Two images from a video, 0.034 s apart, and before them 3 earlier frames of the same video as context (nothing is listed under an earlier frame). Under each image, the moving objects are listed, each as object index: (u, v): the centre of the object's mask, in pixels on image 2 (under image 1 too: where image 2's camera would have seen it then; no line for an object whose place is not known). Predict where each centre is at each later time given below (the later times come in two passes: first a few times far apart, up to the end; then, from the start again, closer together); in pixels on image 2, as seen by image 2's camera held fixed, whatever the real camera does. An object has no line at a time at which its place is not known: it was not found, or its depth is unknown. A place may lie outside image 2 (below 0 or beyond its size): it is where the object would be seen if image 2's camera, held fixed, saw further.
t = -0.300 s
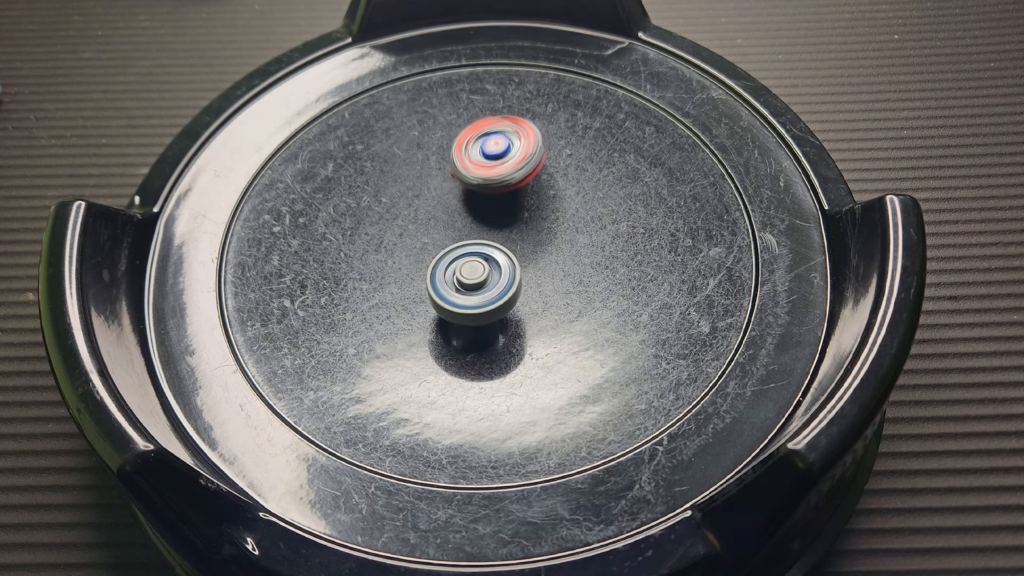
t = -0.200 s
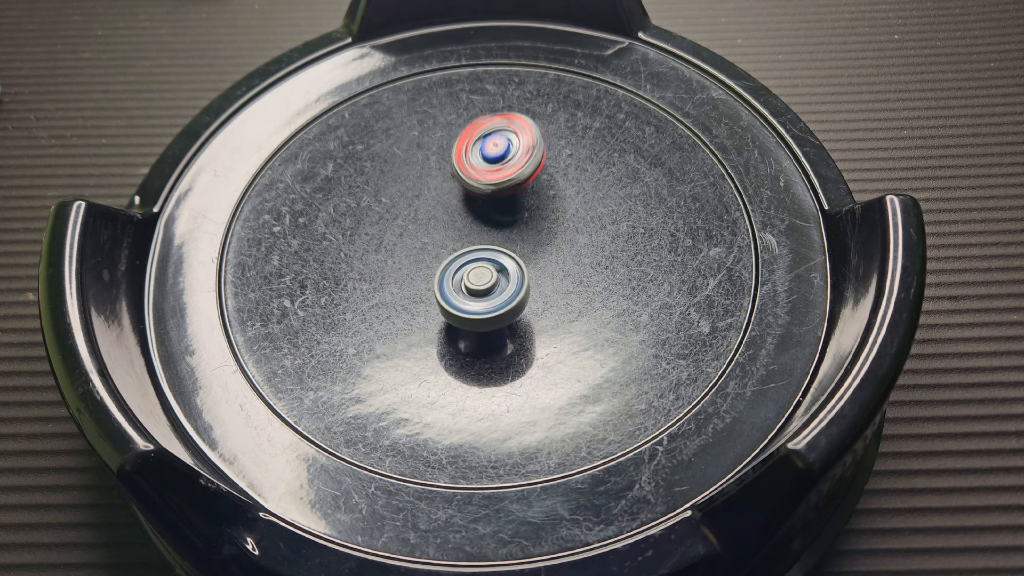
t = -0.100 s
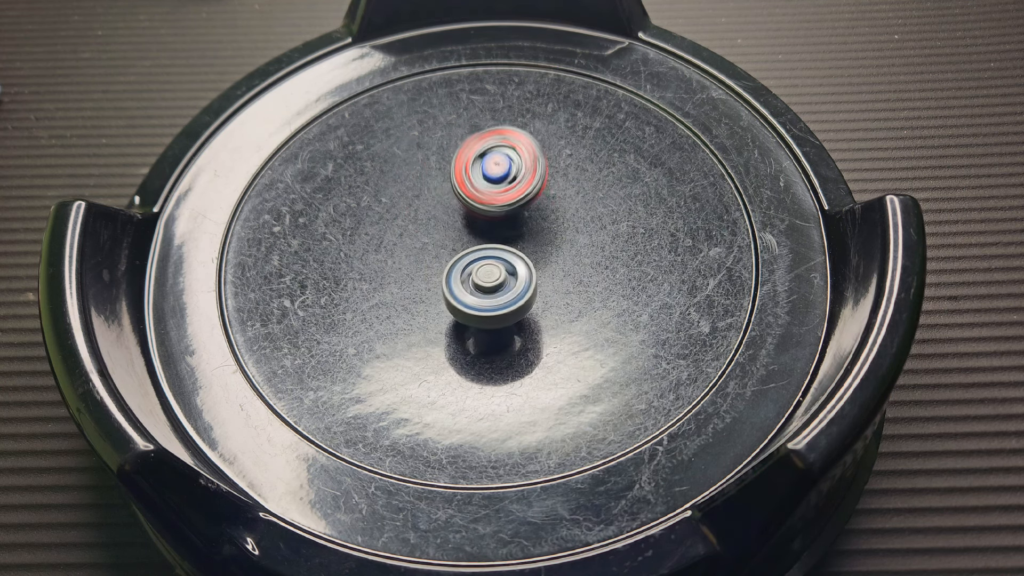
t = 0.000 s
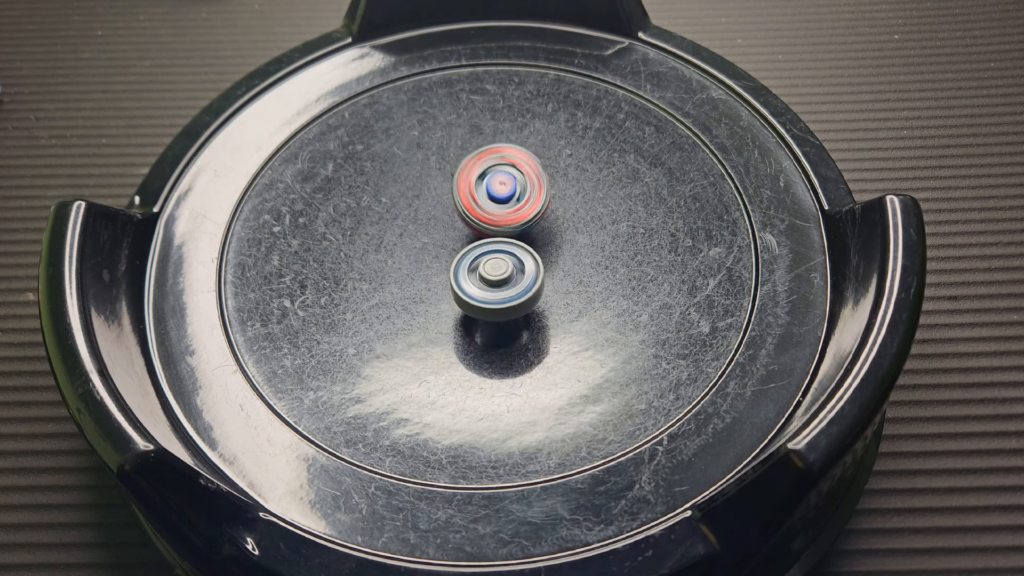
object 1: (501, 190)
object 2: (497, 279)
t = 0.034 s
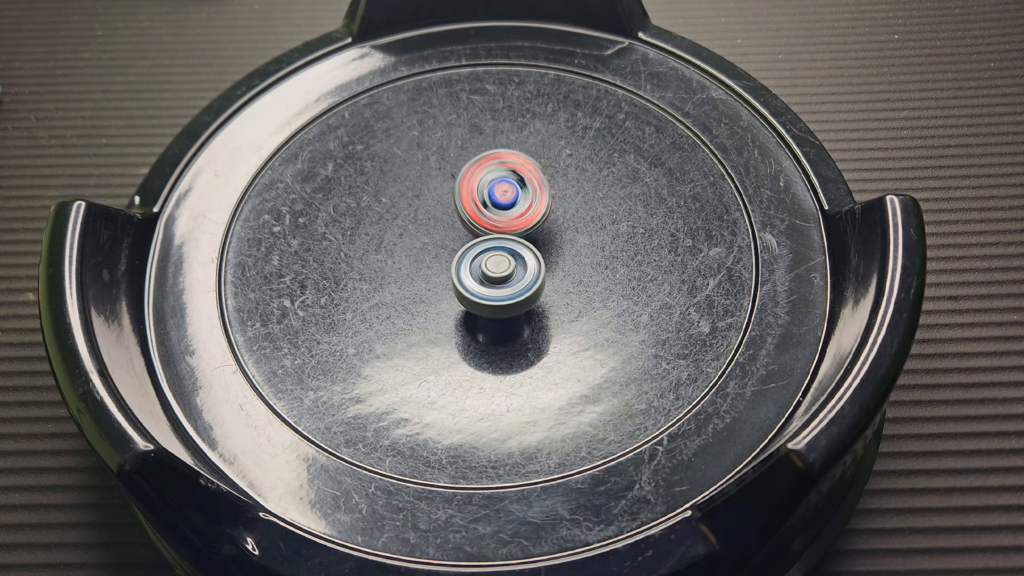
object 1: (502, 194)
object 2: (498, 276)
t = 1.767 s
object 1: (554, 238)
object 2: (450, 236)
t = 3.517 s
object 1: (530, 306)
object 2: (466, 216)
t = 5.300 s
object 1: (419, 268)
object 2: (509, 232)
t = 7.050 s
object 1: (436, 231)
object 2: (535, 238)
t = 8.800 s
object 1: (428, 256)
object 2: (539, 204)
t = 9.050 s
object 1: (458, 265)
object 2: (527, 206)
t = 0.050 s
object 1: (503, 196)
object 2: (498, 276)
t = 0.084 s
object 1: (504, 187)
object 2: (499, 286)
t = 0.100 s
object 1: (504, 181)
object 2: (498, 291)
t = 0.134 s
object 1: (504, 175)
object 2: (498, 296)
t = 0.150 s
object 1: (504, 174)
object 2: (498, 297)
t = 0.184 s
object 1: (501, 172)
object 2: (497, 298)
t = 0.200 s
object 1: (500, 173)
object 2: (498, 298)
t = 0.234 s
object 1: (500, 176)
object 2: (498, 296)
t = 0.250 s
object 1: (500, 178)
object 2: (498, 296)
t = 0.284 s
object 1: (501, 181)
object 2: (499, 293)
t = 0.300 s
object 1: (501, 183)
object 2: (499, 291)
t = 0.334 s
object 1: (502, 187)
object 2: (499, 288)
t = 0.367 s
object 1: (504, 193)
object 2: (499, 281)
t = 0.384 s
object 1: (505, 196)
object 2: (499, 280)
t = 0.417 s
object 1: (505, 197)
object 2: (498, 276)
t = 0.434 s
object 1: (509, 187)
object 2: (494, 285)
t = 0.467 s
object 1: (514, 167)
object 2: (487, 297)
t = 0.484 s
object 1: (517, 160)
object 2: (483, 302)
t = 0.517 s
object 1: (522, 150)
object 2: (480, 306)
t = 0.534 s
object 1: (524, 147)
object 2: (478, 307)
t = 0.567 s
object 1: (530, 145)
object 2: (476, 308)
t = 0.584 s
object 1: (532, 145)
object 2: (476, 307)
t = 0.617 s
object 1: (535, 146)
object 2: (475, 306)
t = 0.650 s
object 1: (536, 150)
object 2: (474, 305)
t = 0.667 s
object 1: (536, 151)
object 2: (475, 303)
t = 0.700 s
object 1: (535, 157)
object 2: (474, 301)
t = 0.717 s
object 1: (535, 159)
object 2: (474, 299)
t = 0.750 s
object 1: (533, 166)
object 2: (473, 295)
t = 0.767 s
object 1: (533, 170)
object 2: (473, 294)
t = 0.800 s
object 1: (531, 176)
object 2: (473, 288)
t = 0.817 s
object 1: (530, 181)
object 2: (472, 286)
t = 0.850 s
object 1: (528, 187)
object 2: (473, 281)
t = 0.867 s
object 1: (527, 191)
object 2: (472, 278)
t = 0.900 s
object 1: (526, 198)
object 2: (472, 273)
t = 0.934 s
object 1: (528, 200)
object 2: (469, 271)
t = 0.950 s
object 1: (532, 197)
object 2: (465, 273)
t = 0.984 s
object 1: (536, 195)
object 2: (461, 272)
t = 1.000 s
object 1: (537, 194)
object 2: (459, 270)
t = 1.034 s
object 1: (536, 193)
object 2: (457, 267)
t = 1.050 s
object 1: (535, 194)
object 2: (457, 265)
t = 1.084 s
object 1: (534, 195)
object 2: (457, 262)
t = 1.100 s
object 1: (533, 197)
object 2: (458, 260)
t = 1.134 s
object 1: (532, 200)
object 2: (458, 256)
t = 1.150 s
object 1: (532, 202)
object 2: (460, 256)
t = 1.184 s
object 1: (537, 202)
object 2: (456, 253)
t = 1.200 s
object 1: (541, 201)
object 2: (454, 253)
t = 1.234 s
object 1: (546, 202)
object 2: (452, 251)
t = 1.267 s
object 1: (549, 204)
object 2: (451, 248)
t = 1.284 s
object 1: (550, 205)
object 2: (451, 248)
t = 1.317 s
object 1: (551, 208)
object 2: (451, 245)
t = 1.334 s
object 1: (550, 209)
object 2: (451, 244)
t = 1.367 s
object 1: (549, 211)
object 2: (453, 241)
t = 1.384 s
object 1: (548, 212)
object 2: (453, 240)
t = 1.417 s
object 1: (555, 211)
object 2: (447, 241)
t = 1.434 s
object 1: (561, 213)
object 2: (443, 240)
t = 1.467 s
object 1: (568, 214)
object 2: (439, 240)
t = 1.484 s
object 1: (569, 215)
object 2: (438, 239)
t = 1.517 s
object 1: (570, 216)
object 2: (438, 239)
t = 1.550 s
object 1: (569, 218)
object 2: (439, 239)
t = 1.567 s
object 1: (567, 219)
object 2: (438, 239)
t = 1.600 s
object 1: (563, 223)
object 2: (440, 239)
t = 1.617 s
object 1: (561, 224)
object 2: (440, 238)
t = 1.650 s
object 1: (557, 228)
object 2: (442, 239)
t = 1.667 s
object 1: (555, 229)
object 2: (444, 238)
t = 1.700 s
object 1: (551, 232)
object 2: (447, 238)
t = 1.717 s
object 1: (550, 234)
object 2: (449, 237)
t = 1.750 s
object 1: (552, 236)
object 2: (449, 237)
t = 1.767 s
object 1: (554, 238)
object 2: (450, 236)
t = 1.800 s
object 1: (555, 238)
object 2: (451, 235)
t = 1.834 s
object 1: (554, 239)
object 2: (454, 235)
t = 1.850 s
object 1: (555, 240)
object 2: (455, 235)
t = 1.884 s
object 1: (563, 242)
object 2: (453, 235)
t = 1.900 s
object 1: (564, 242)
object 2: (455, 235)
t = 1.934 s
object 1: (566, 243)
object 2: (455, 235)
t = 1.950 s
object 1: (565, 243)
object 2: (457, 236)
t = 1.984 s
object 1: (564, 244)
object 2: (460, 236)
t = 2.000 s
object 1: (563, 244)
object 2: (462, 237)
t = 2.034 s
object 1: (563, 245)
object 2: (462, 237)
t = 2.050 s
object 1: (567, 245)
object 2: (460, 236)
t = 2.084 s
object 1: (571, 245)
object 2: (459, 235)
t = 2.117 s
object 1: (571, 244)
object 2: (458, 235)
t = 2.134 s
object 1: (570, 244)
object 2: (460, 235)
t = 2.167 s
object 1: (568, 244)
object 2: (461, 235)
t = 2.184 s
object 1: (565, 245)
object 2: (463, 236)
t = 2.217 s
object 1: (561, 245)
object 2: (463, 236)
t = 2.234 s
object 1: (563, 246)
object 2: (461, 236)
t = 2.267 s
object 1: (563, 247)
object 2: (458, 236)
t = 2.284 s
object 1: (562, 247)
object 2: (457, 237)
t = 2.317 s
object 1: (559, 249)
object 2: (457, 236)
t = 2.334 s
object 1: (557, 250)
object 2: (457, 237)
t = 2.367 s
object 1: (557, 252)
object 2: (454, 236)
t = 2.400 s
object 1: (571, 256)
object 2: (439, 233)
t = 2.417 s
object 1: (576, 258)
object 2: (437, 232)
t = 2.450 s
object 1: (581, 259)
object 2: (433, 231)
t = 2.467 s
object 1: (582, 259)
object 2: (433, 231)
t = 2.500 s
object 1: (581, 260)
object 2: (430, 230)
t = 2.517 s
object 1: (579, 260)
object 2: (431, 231)
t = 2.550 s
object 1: (575, 261)
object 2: (429, 231)
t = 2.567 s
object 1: (572, 262)
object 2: (429, 232)
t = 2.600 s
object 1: (568, 264)
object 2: (429, 232)
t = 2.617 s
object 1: (566, 264)
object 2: (429, 233)
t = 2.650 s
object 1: (561, 266)
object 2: (430, 234)
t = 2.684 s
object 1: (555, 267)
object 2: (432, 234)
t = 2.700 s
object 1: (554, 268)
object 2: (434, 234)
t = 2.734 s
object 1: (549, 270)
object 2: (436, 235)
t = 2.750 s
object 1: (546, 270)
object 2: (439, 235)
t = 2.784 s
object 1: (540, 271)
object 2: (443, 236)
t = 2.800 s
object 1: (535, 272)
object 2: (446, 236)
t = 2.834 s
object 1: (530, 274)
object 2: (447, 235)
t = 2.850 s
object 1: (537, 280)
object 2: (443, 231)
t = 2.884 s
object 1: (556, 294)
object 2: (434, 222)
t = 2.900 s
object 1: (562, 299)
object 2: (433, 220)
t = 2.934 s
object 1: (567, 309)
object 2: (433, 217)
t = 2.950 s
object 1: (567, 312)
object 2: (434, 216)
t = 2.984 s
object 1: (566, 319)
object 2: (435, 215)
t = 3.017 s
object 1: (564, 322)
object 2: (436, 216)
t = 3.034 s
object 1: (563, 323)
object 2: (437, 216)
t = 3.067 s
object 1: (560, 322)
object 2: (439, 217)
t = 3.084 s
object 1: (557, 321)
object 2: (441, 217)
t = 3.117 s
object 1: (552, 317)
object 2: (444, 218)
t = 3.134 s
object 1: (549, 315)
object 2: (446, 218)
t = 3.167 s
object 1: (541, 309)
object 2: (450, 221)
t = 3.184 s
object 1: (537, 307)
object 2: (452, 221)
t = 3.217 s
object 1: (529, 302)
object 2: (457, 224)
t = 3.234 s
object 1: (525, 299)
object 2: (459, 224)
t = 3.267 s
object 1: (517, 294)
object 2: (464, 228)
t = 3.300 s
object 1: (518, 298)
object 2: (463, 223)
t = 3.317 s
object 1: (522, 301)
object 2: (461, 218)
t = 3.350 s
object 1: (532, 309)
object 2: (459, 210)
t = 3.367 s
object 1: (534, 308)
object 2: (459, 210)
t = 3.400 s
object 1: (538, 309)
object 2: (460, 208)
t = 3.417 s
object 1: (540, 309)
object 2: (460, 209)
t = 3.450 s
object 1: (538, 309)
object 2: (462, 210)
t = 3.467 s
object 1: (537, 308)
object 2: (463, 212)
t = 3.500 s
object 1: (533, 308)
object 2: (464, 214)
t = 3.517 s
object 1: (530, 306)
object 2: (466, 216)
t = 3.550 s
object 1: (524, 302)
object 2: (467, 219)
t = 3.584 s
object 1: (516, 300)
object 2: (468, 222)
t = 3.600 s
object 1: (513, 298)
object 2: (468, 222)
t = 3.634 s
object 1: (505, 296)
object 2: (469, 224)
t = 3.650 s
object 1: (501, 298)
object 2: (470, 222)
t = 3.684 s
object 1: (493, 299)
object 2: (472, 223)
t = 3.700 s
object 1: (490, 301)
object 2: (473, 222)
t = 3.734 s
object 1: (484, 306)
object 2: (475, 222)
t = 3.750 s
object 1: (482, 307)
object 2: (475, 222)
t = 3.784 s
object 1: (476, 307)
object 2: (478, 224)
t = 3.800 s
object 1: (474, 309)
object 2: (478, 225)
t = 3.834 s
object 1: (473, 307)
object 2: (480, 226)
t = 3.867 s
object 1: (471, 305)
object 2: (480, 228)
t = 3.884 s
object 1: (469, 307)
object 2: (482, 227)
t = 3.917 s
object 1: (468, 310)
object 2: (483, 226)
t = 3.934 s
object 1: (468, 310)
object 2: (485, 227)
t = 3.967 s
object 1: (469, 308)
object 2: (485, 227)
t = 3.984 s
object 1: (470, 306)
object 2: (486, 227)
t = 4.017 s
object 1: (469, 301)
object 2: (485, 227)
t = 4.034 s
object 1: (468, 305)
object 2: (487, 223)
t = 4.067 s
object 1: (460, 314)
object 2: (491, 216)
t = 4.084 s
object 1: (457, 317)
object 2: (492, 214)
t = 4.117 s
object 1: (454, 320)
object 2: (495, 213)
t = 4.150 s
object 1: (453, 322)
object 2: (496, 211)
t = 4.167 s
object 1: (453, 321)
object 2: (497, 211)
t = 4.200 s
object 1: (453, 319)
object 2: (497, 210)
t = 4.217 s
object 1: (453, 318)
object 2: (498, 210)
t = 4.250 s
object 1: (451, 316)
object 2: (497, 211)
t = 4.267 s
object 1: (451, 315)
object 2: (498, 211)
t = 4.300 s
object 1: (450, 313)
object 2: (497, 213)
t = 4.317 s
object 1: (449, 311)
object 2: (498, 213)
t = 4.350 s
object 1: (448, 305)
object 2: (498, 215)
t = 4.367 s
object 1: (447, 303)
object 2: (498, 216)
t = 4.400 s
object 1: (444, 296)
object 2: (500, 219)
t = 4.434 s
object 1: (442, 291)
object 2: (500, 220)
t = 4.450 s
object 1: (441, 289)
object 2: (501, 222)
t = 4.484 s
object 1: (439, 283)
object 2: (500, 223)
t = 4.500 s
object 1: (436, 284)
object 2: (501, 224)
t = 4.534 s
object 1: (430, 285)
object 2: (502, 226)
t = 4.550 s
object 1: (425, 286)
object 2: (504, 225)
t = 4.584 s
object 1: (417, 287)
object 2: (508, 225)
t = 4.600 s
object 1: (415, 287)
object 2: (509, 225)
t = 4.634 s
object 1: (410, 286)
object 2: (509, 228)
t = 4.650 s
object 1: (409, 285)
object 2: (508, 229)
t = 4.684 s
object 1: (410, 285)
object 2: (510, 230)
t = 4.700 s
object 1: (411, 285)
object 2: (509, 231)
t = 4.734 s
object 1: (418, 282)
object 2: (509, 231)
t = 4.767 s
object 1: (423, 279)
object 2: (507, 234)
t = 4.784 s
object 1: (426, 277)
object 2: (507, 234)
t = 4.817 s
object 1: (422, 278)
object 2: (513, 234)
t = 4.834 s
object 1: (419, 278)
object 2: (514, 233)
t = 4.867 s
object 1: (419, 278)
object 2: (516, 234)
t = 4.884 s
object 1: (418, 277)
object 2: (514, 234)
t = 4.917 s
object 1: (418, 276)
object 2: (515, 234)
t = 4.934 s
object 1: (420, 274)
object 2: (514, 235)
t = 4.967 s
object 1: (425, 271)
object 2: (514, 234)
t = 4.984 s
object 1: (419, 272)
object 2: (519, 232)
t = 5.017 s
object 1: (407, 275)
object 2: (525, 230)
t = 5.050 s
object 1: (401, 275)
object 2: (528, 230)
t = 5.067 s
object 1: (400, 276)
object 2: (528, 229)
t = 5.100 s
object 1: (400, 277)
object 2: (528, 229)
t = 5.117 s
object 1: (400, 277)
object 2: (527, 230)
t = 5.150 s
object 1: (403, 278)
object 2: (524, 230)
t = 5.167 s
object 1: (404, 277)
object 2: (523, 230)
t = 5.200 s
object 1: (408, 276)
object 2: (518, 230)
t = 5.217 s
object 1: (409, 275)
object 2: (517, 230)
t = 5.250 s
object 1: (414, 272)
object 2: (513, 231)
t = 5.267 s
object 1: (415, 270)
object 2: (512, 230)
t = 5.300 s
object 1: (419, 268)
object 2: (509, 232)
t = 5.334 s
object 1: (413, 267)
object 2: (511, 228)
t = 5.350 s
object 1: (411, 266)
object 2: (513, 227)
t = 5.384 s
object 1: (409, 266)
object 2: (513, 226)
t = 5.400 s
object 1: (409, 264)
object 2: (513, 226)
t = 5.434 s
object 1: (409, 262)
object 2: (511, 228)
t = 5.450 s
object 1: (408, 261)
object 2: (509, 229)
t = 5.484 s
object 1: (407, 258)
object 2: (507, 229)
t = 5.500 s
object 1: (406, 257)
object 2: (505, 230)
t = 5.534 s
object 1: (406, 256)
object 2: (503, 230)
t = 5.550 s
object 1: (405, 255)
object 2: (502, 231)
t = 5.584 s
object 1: (405, 250)
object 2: (500, 230)
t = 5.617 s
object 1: (405, 251)
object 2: (499, 232)
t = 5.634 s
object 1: (405, 249)
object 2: (499, 232)
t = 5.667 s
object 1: (401, 248)
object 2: (503, 232)
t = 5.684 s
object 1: (400, 247)
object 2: (504, 233)
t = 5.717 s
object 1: (401, 247)
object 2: (504, 233)
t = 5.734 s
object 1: (402, 247)
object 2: (504, 234)
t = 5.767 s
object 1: (405, 249)
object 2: (503, 236)
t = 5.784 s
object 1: (401, 250)
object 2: (510, 235)
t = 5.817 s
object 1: (395, 251)
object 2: (521, 235)
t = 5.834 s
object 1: (393, 252)
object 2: (522, 235)
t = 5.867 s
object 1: (392, 252)
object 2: (524, 236)
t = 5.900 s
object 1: (395, 252)
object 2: (522, 235)
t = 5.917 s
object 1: (398, 252)
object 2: (523, 234)
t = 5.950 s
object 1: (402, 251)
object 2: (523, 235)
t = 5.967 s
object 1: (405, 252)
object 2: (522, 234)
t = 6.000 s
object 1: (410, 253)
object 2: (524, 235)
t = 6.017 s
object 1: (414, 253)
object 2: (524, 236)
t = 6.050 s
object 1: (421, 255)
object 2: (522, 235)
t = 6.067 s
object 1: (426, 257)
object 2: (523, 237)
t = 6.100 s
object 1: (427, 258)
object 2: (525, 238)
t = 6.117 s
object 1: (426, 260)
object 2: (528, 239)
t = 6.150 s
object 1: (425, 261)
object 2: (531, 240)
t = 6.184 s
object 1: (426, 261)
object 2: (530, 239)
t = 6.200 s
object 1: (425, 261)
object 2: (531, 240)
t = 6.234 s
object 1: (426, 259)
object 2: (528, 241)
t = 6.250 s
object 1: (427, 258)
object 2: (528, 240)
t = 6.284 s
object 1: (429, 258)
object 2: (527, 242)
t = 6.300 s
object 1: (430, 255)
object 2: (524, 242)
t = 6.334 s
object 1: (427, 253)
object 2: (525, 242)
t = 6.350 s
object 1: (425, 252)
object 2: (525, 242)
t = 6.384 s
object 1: (421, 250)
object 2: (524, 243)
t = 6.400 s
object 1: (418, 248)
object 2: (526, 243)
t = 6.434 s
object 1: (415, 246)
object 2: (525, 244)
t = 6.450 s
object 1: (415, 245)
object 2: (524, 243)
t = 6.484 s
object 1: (414, 245)
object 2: (525, 243)
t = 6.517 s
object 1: (416, 244)
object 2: (521, 243)
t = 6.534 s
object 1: (417, 243)
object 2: (520, 242)
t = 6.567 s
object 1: (422, 240)
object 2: (520, 242)
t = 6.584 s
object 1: (421, 241)
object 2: (519, 242)
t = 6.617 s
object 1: (416, 240)
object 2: (524, 241)
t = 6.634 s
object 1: (414, 238)
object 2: (525, 241)
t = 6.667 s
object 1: (414, 239)
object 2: (523, 241)
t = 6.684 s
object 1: (415, 239)
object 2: (523, 240)
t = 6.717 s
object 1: (420, 240)
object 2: (522, 240)
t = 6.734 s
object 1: (422, 240)
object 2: (520, 239)
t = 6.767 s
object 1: (411, 237)
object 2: (533, 237)
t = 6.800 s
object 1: (402, 237)
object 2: (540, 238)
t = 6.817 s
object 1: (401, 237)
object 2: (540, 238)
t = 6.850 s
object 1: (400, 236)
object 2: (542, 238)
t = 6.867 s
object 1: (402, 235)
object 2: (541, 239)
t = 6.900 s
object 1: (407, 235)
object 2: (539, 237)
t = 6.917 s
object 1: (409, 236)
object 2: (540, 237)
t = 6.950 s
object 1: (415, 236)
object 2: (539, 238)
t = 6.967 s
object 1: (418, 235)
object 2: (538, 237)
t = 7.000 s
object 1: (428, 233)
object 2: (538, 236)
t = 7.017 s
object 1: (432, 233)
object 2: (538, 237)
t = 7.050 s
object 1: (436, 231)
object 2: (535, 238)
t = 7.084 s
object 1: (435, 230)
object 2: (539, 238)
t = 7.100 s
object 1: (436, 227)
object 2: (539, 239)
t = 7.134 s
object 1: (437, 227)
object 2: (536, 238)
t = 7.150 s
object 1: (437, 227)
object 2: (537, 238)
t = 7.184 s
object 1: (434, 227)
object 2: (542, 240)
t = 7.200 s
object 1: (433, 226)
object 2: (543, 241)
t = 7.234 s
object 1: (433, 226)
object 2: (541, 242)
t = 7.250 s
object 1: (434, 225)
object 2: (540, 242)
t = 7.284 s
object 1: (437, 225)
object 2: (534, 241)
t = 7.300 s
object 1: (433, 224)
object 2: (537, 241)
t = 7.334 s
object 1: (425, 220)
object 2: (545, 243)
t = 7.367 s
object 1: (420, 220)
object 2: (546, 246)
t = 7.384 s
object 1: (420, 221)
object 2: (545, 246)
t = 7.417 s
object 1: (423, 225)
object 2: (546, 247)
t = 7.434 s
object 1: (425, 228)
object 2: (544, 247)
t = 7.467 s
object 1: (430, 230)
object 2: (541, 247)
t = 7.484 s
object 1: (432, 230)
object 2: (541, 246)
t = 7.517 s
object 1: (436, 232)
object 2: (542, 246)
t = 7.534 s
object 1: (439, 234)
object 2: (540, 246)
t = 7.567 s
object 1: (441, 236)
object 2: (538, 245)
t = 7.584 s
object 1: (438, 237)
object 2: (542, 244)
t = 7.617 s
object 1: (436, 236)
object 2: (544, 245)
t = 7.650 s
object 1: (437, 238)
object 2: (540, 244)
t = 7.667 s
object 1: (439, 238)
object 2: (540, 243)
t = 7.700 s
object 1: (434, 237)
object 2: (545, 243)
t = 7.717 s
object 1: (433, 237)
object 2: (546, 243)
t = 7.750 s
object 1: (431, 239)
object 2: (545, 242)
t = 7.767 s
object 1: (430, 240)
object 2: (545, 242)
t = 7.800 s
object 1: (429, 242)
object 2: (541, 241)
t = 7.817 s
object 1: (430, 243)
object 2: (540, 239)
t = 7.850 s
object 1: (432, 243)
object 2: (540, 237)
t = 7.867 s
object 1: (434, 243)
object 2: (540, 237)
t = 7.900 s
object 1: (440, 244)
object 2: (538, 235)
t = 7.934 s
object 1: (443, 245)
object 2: (544, 233)
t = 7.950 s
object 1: (445, 244)
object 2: (547, 233)
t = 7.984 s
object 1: (447, 243)
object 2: (548, 233)
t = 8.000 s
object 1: (448, 242)
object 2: (546, 233)
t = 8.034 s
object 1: (450, 244)
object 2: (547, 231)
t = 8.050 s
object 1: (449, 240)
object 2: (548, 230)
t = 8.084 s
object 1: (450, 242)
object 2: (548, 230)
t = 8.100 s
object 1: (450, 242)
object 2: (548, 230)
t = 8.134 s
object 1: (453, 241)
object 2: (548, 230)
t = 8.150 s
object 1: (453, 240)
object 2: (548, 230)
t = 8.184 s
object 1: (451, 239)
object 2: (546, 230)
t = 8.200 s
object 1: (451, 238)
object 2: (546, 229)
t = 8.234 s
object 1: (443, 235)
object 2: (554, 229)
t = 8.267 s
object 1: (437, 233)
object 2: (558, 232)
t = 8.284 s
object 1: (435, 233)
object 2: (557, 233)
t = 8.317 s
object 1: (432, 235)
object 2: (554, 234)
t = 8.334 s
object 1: (432, 235)
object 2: (553, 234)
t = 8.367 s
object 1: (434, 235)
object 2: (549, 233)
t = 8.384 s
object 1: (435, 235)
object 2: (547, 231)
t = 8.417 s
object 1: (437, 234)
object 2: (546, 229)
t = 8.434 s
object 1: (437, 235)
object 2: (546, 229)
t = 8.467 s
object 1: (439, 235)
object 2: (542, 229)
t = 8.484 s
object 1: (440, 237)
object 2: (539, 229)
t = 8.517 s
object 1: (432, 236)
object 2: (540, 227)
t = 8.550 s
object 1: (425, 238)
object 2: (540, 227)
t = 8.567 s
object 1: (424, 239)
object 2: (538, 227)
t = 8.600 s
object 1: (424, 239)
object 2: (534, 225)
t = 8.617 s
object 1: (426, 240)
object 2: (533, 224)
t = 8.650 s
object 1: (430, 240)
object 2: (532, 221)
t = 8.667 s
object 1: (432, 241)
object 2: (530, 220)
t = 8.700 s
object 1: (435, 242)
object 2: (528, 218)
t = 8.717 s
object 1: (432, 244)
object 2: (531, 214)
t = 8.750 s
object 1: (427, 247)
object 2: (537, 208)
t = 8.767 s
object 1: (427, 249)
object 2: (538, 206)
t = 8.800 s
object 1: (428, 256)
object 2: (539, 204)
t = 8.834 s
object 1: (432, 258)
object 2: (540, 202)
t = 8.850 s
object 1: (434, 259)
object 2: (541, 202)
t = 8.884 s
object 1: (438, 259)
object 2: (541, 203)
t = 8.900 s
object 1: (439, 260)
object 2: (540, 204)
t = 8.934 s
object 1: (442, 261)
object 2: (535, 206)
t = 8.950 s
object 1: (444, 262)
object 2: (532, 206)
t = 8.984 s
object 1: (449, 263)
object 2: (529, 206)
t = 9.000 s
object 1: (452, 263)
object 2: (529, 205)
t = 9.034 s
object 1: (457, 263)
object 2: (527, 206)
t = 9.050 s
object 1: (458, 265)
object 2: (527, 206)
